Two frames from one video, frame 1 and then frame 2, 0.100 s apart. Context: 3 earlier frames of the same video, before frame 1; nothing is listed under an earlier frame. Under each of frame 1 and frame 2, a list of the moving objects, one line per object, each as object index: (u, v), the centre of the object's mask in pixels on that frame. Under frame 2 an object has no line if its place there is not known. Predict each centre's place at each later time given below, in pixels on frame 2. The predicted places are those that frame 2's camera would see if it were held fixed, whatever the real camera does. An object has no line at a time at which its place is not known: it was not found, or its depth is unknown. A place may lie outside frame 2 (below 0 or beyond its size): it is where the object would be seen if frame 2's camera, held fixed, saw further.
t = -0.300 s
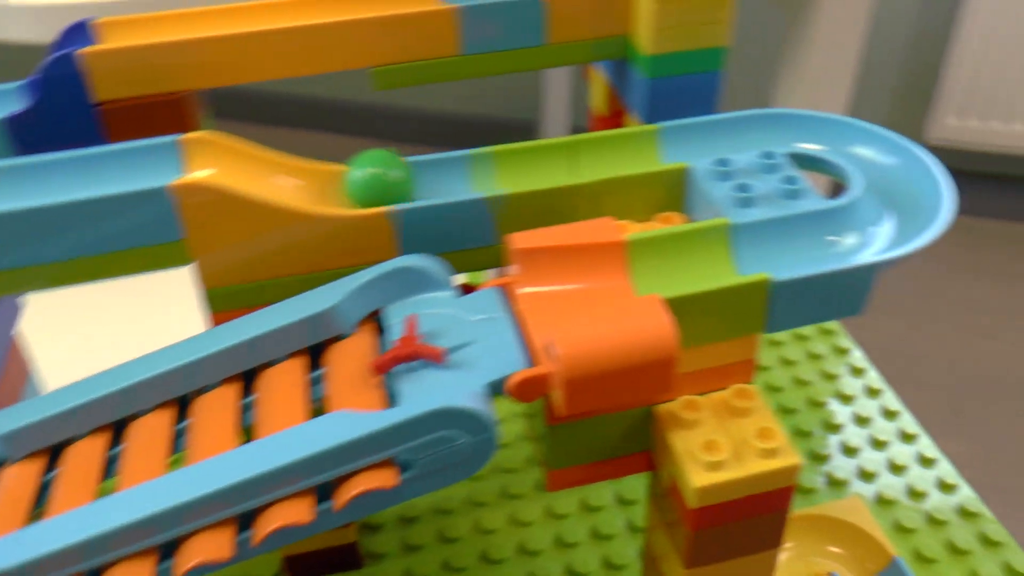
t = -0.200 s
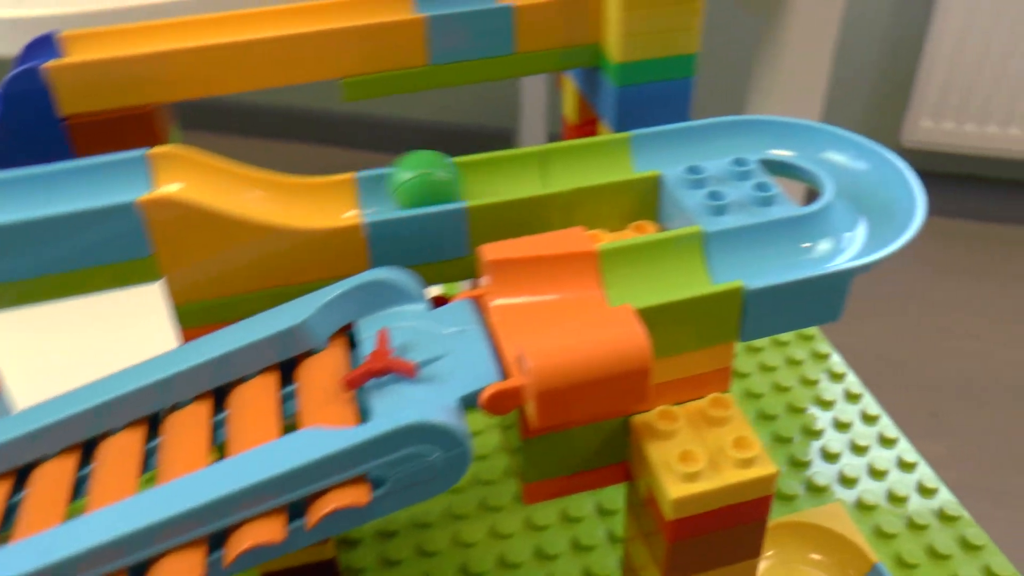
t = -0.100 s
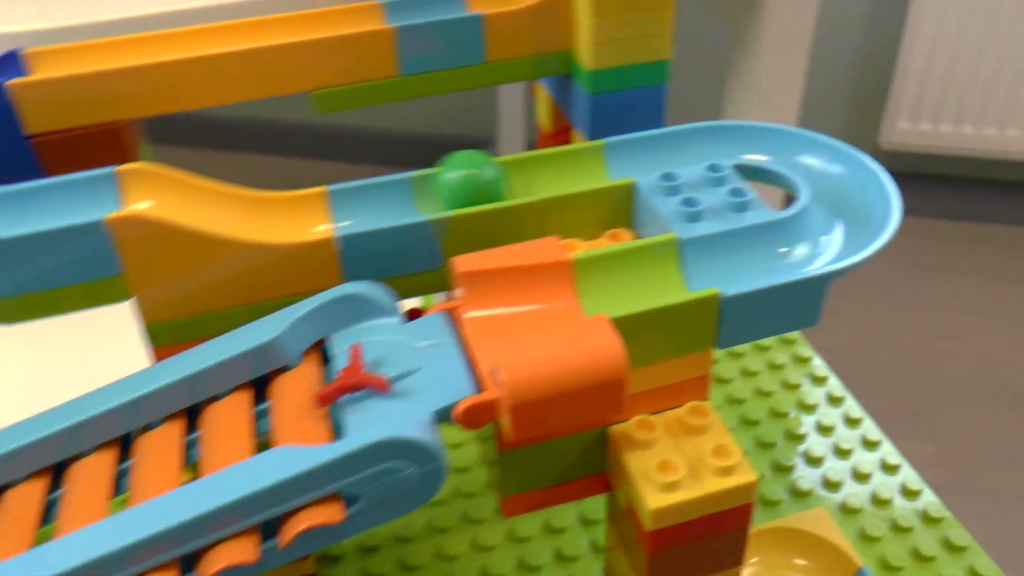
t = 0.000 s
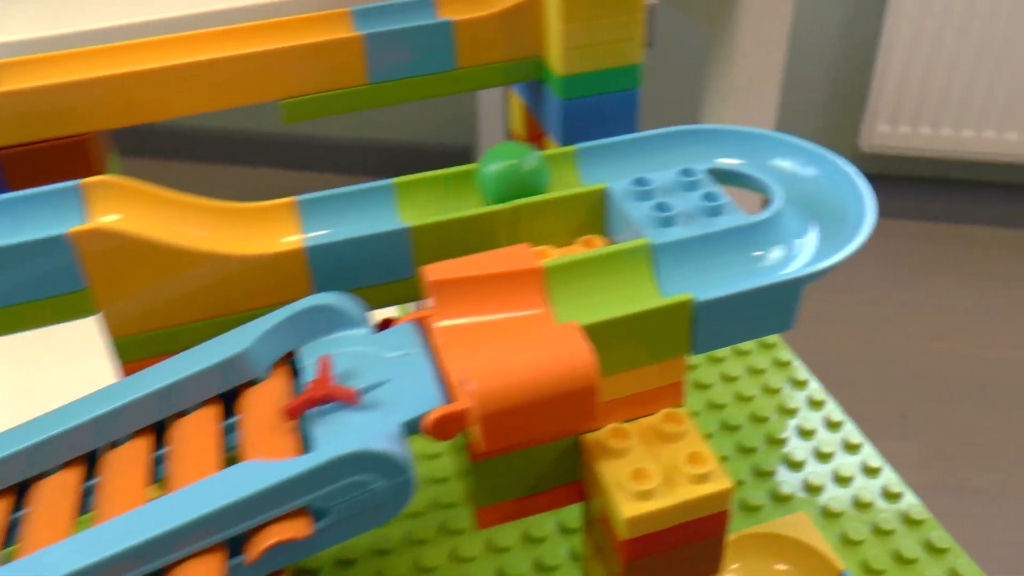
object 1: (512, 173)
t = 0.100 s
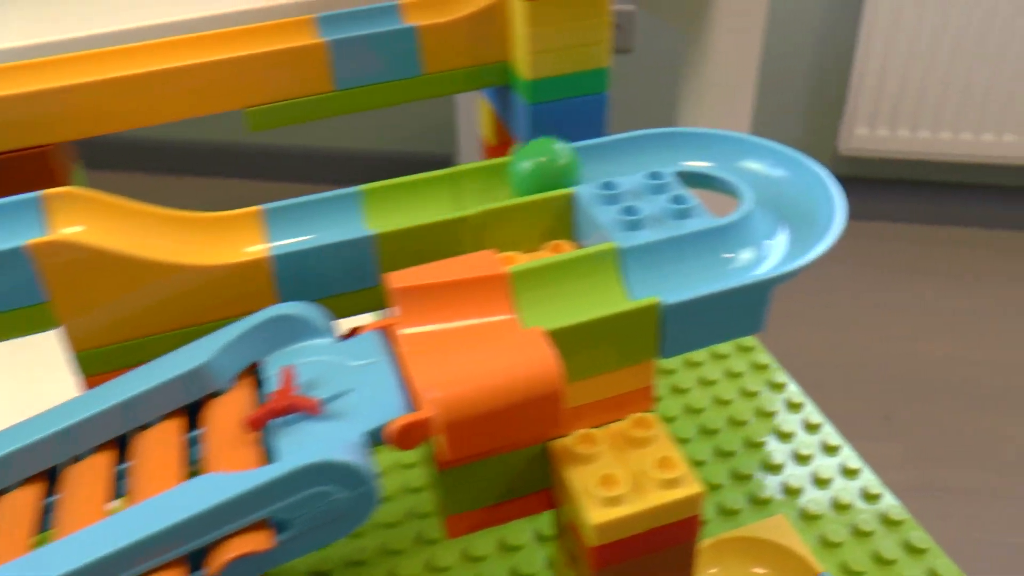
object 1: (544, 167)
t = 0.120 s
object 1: (557, 164)
